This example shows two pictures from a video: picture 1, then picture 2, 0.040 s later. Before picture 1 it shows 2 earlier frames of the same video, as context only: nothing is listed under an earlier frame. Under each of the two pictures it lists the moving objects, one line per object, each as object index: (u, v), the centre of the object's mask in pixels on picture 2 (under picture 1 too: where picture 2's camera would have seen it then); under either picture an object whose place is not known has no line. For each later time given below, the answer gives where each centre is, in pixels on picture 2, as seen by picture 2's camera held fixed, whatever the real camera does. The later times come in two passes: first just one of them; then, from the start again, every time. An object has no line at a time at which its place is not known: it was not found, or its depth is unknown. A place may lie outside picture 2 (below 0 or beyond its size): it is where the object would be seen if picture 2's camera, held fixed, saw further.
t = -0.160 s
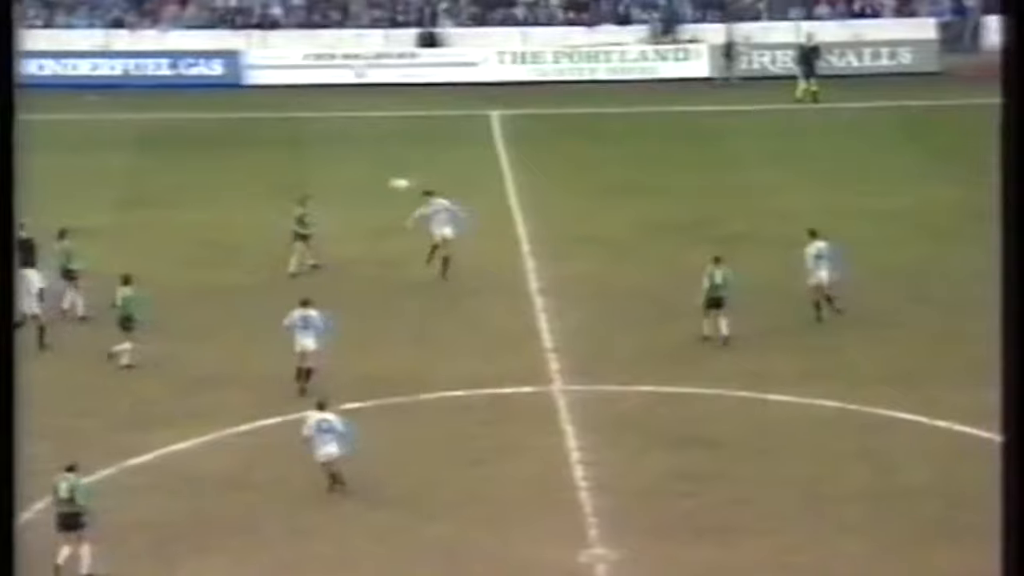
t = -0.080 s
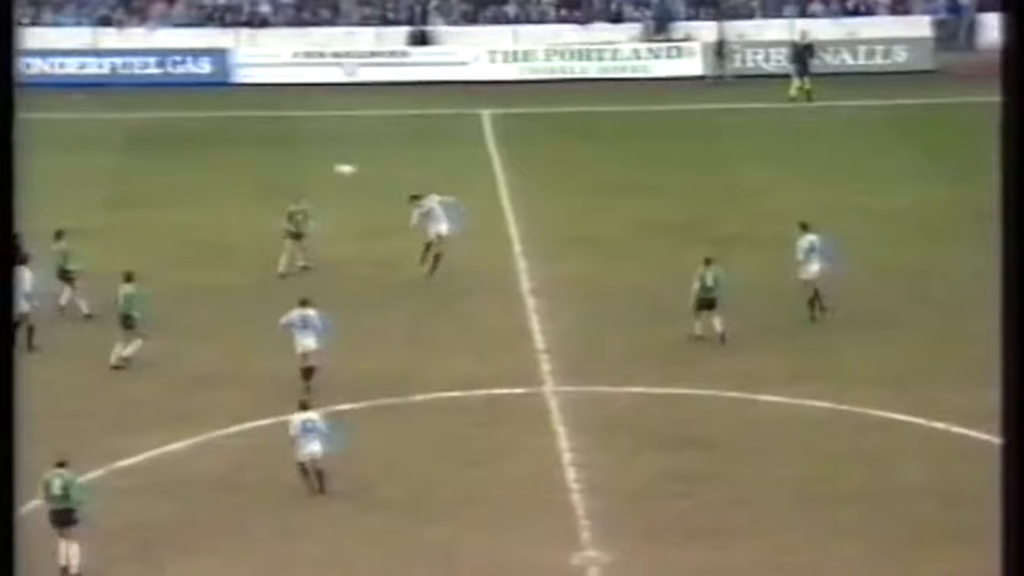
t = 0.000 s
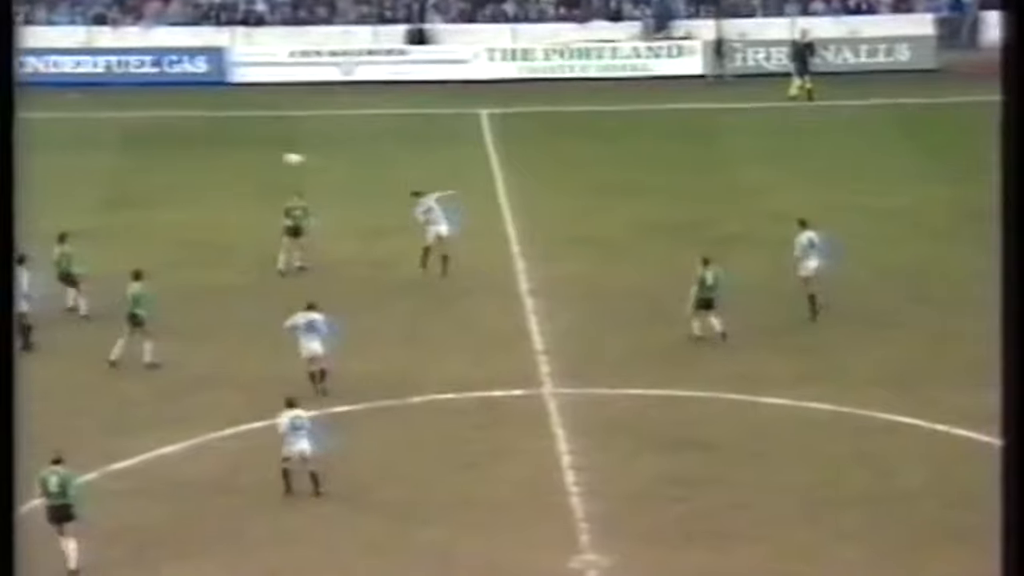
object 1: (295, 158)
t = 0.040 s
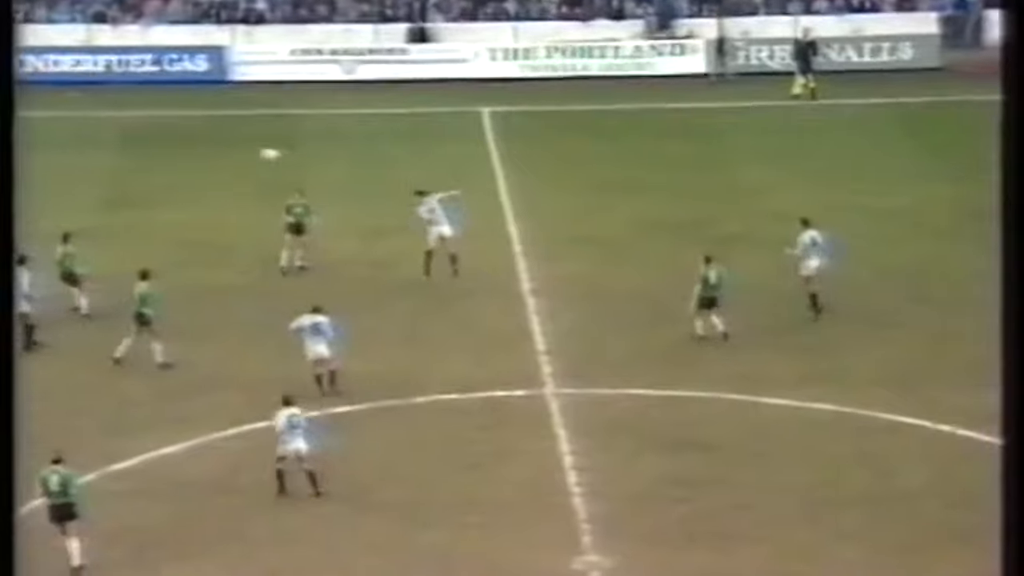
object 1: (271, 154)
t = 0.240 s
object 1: (139, 146)
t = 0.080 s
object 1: (244, 150)
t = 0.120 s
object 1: (218, 148)
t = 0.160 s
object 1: (191, 146)
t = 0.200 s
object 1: (165, 146)
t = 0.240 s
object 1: (139, 146)
